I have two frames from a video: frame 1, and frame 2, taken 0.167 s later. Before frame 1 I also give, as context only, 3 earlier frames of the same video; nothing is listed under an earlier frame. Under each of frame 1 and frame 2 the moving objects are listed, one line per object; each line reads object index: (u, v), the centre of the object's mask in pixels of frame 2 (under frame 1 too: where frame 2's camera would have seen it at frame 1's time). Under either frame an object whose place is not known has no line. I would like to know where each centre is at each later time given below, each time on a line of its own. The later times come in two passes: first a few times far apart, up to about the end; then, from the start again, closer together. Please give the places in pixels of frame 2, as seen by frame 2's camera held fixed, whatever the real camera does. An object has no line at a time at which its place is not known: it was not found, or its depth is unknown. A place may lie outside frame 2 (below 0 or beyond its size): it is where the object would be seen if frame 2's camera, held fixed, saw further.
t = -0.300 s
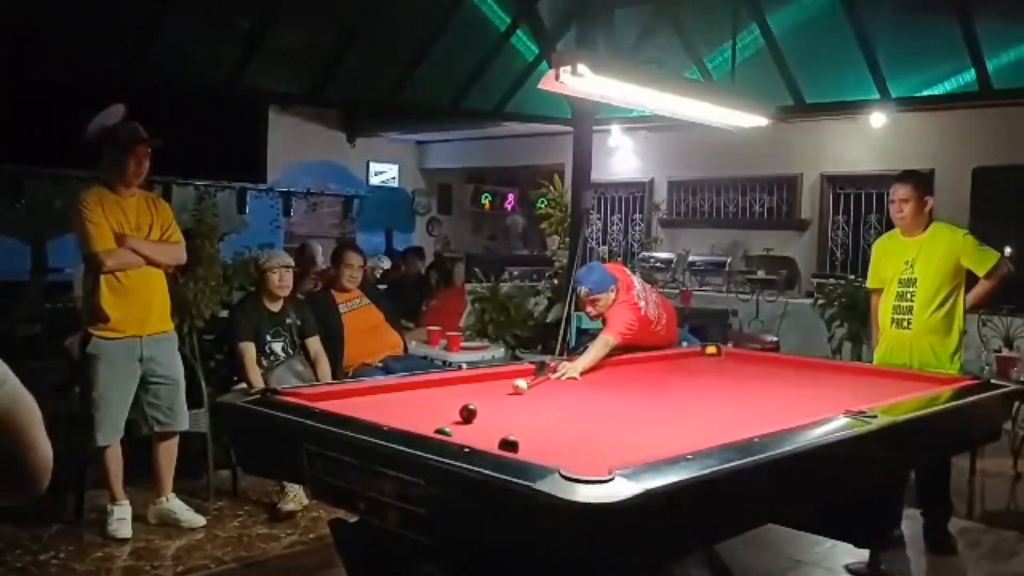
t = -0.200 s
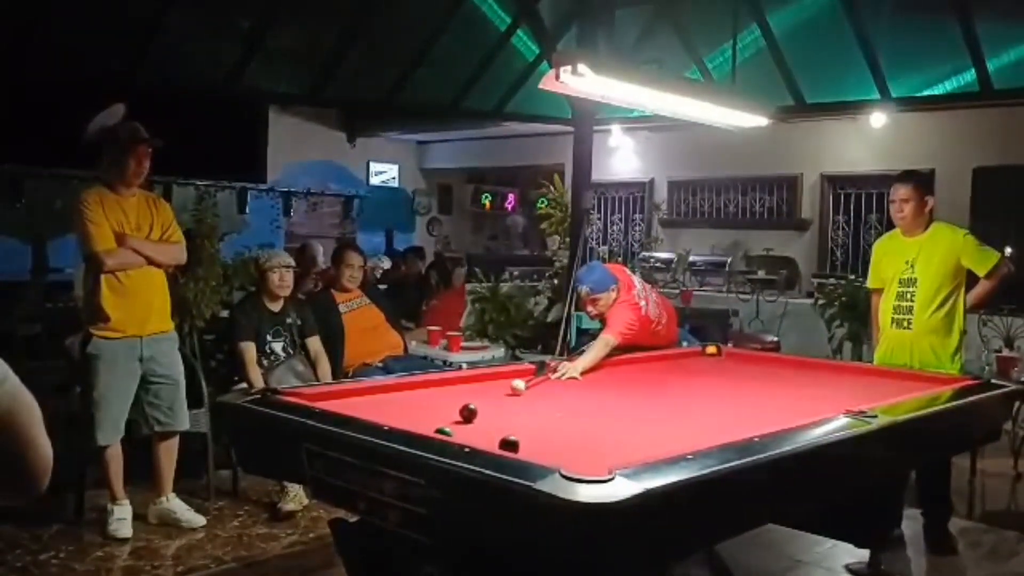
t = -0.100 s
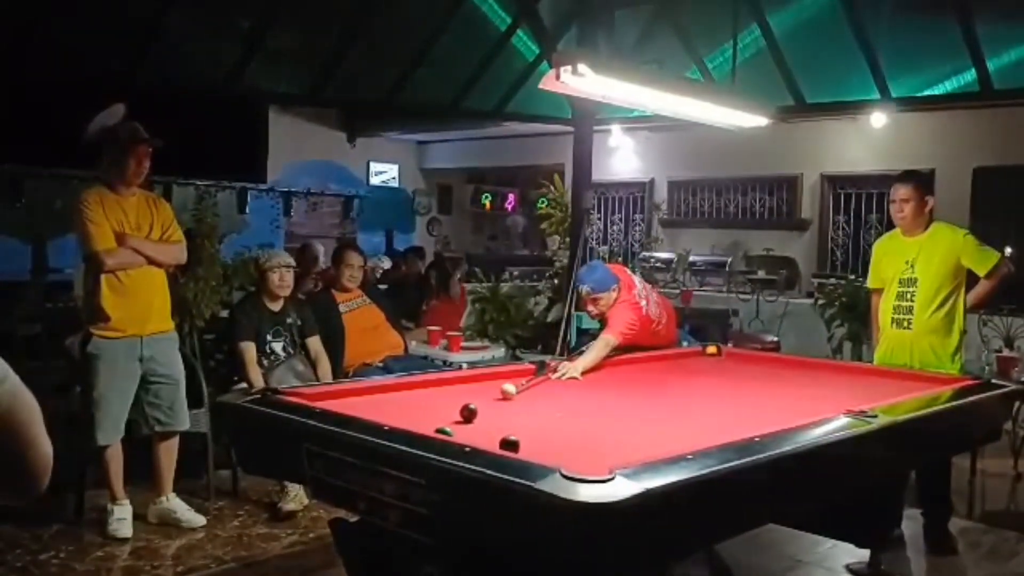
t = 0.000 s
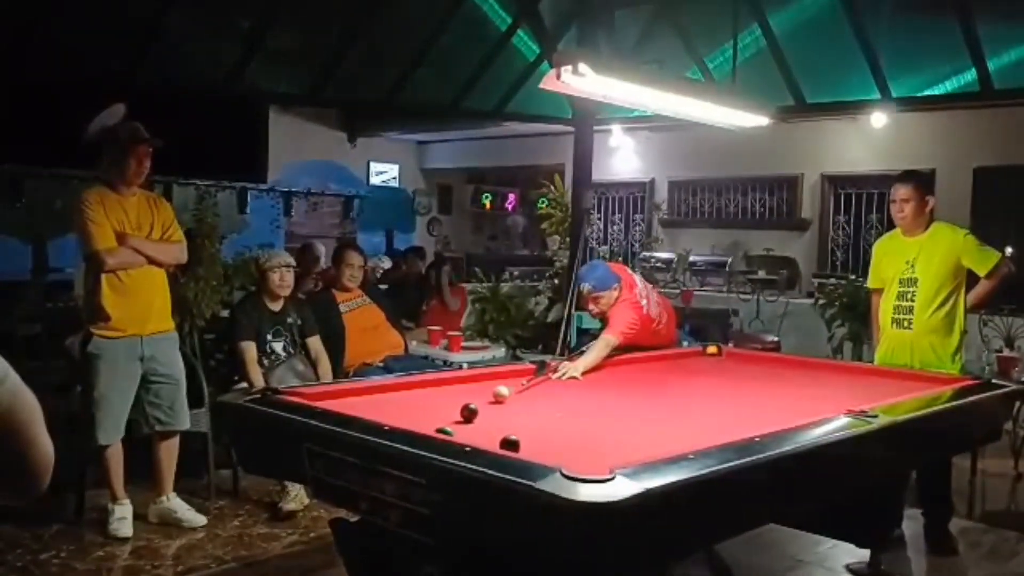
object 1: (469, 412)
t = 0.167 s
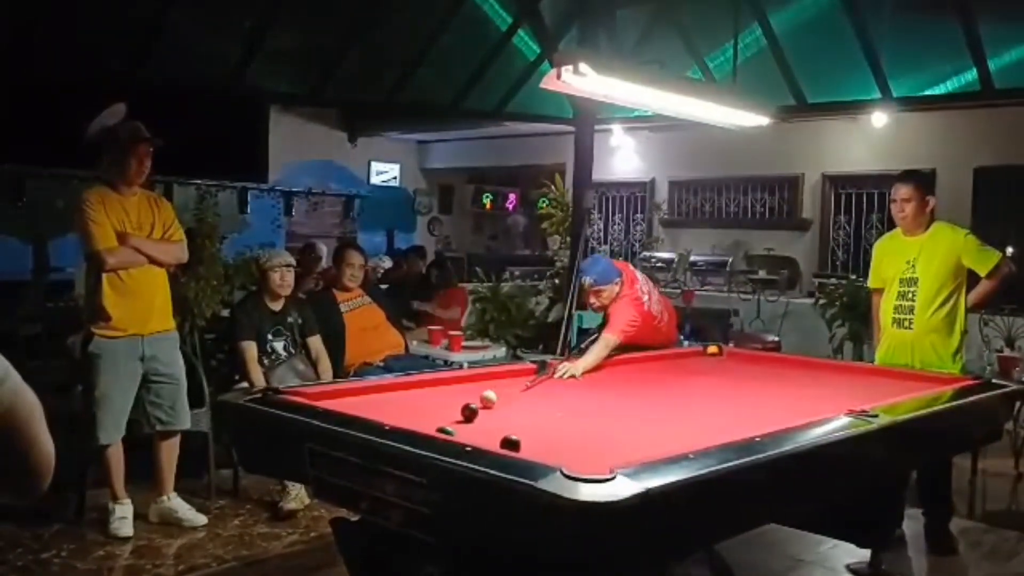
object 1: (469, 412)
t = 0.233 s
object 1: (469, 413)
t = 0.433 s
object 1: (469, 413)
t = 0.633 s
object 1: (471, 418)
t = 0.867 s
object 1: (473, 424)
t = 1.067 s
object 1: (475, 429)
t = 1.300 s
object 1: (478, 433)
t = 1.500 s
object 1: (480, 436)
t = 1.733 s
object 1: (484, 440)
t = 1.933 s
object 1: (492, 440)
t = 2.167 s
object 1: (494, 441)
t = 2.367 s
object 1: (496, 442)
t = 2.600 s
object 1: (497, 443)
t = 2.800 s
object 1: (497, 443)
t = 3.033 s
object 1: (497, 443)
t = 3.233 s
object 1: (497, 443)
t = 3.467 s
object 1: (497, 443)
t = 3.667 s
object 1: (498, 443)
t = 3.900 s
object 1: (498, 443)
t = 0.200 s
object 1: (469, 412)
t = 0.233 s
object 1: (469, 413)
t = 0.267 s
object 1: (469, 413)
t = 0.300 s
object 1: (469, 412)
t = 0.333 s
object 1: (469, 413)
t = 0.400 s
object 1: (469, 413)
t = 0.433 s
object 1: (469, 413)
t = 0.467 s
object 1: (470, 414)
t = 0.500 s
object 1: (470, 414)
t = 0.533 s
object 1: (471, 415)
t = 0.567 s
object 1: (471, 416)
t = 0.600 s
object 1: (471, 417)
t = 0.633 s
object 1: (471, 418)
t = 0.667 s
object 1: (472, 419)
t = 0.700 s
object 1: (472, 420)
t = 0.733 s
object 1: (472, 421)
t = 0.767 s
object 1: (473, 422)
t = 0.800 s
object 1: (473, 423)
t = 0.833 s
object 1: (473, 424)
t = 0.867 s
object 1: (473, 424)
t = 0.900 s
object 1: (474, 425)
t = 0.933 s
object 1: (474, 426)
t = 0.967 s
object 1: (474, 427)
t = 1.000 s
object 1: (475, 428)
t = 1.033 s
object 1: (475, 429)
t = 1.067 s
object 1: (475, 429)
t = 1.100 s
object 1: (476, 430)
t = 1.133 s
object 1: (476, 431)
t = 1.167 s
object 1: (477, 431)
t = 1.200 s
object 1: (477, 432)
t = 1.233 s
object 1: (477, 432)
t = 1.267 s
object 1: (477, 433)
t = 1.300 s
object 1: (478, 433)
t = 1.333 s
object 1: (478, 434)
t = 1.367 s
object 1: (479, 434)
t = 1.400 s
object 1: (479, 435)
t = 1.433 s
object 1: (479, 435)
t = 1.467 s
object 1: (480, 436)
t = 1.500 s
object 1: (480, 436)
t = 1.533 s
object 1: (481, 437)
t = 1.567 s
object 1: (481, 437)
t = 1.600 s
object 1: (481, 438)
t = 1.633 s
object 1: (482, 438)
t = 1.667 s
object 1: (482, 438)
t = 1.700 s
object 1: (483, 439)
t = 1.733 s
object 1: (484, 440)
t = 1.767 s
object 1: (486, 440)
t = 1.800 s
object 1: (488, 440)
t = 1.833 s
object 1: (489, 440)
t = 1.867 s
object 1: (490, 440)
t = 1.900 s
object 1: (491, 440)
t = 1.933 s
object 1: (492, 440)
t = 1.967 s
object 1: (492, 441)
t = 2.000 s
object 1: (492, 441)
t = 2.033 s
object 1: (493, 441)
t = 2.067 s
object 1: (493, 441)
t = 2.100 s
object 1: (493, 441)
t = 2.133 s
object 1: (494, 441)
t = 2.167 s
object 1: (494, 441)
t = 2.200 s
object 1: (495, 441)
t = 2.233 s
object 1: (495, 442)
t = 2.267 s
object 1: (495, 442)
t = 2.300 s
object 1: (495, 442)
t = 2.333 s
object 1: (496, 442)
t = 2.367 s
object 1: (496, 442)
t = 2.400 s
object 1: (496, 442)
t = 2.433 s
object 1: (497, 442)
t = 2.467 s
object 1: (496, 442)
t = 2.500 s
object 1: (497, 442)
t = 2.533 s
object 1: (497, 442)
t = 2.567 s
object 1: (497, 443)
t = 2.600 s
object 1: (497, 443)
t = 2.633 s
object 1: (497, 443)
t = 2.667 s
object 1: (497, 443)
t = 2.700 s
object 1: (497, 443)
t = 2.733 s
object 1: (497, 443)
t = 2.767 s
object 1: (497, 443)
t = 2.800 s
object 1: (497, 443)
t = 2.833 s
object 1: (497, 443)
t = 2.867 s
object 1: (497, 443)
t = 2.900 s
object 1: (497, 443)
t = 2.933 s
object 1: (497, 443)
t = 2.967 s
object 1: (497, 443)
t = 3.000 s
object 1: (497, 443)
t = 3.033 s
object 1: (497, 443)
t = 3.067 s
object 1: (497, 443)
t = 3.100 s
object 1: (497, 443)
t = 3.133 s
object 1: (497, 443)
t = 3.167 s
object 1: (497, 443)
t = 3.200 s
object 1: (497, 443)
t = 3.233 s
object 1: (497, 443)
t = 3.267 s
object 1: (497, 443)
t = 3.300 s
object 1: (497, 443)
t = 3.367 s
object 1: (497, 443)
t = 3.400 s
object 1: (497, 443)
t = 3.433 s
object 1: (497, 443)
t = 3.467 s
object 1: (497, 443)
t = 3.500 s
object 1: (497, 442)
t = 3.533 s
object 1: (497, 442)
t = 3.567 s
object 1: (497, 443)
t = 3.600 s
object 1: (497, 443)
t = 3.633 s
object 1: (498, 443)
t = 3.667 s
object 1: (498, 443)
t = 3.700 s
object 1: (498, 443)
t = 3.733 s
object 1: (498, 442)
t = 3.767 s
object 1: (498, 443)
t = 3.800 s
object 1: (498, 443)
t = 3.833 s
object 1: (498, 443)
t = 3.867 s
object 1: (498, 443)
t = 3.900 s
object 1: (498, 443)
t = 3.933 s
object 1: (498, 442)
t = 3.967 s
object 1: (498, 443)
